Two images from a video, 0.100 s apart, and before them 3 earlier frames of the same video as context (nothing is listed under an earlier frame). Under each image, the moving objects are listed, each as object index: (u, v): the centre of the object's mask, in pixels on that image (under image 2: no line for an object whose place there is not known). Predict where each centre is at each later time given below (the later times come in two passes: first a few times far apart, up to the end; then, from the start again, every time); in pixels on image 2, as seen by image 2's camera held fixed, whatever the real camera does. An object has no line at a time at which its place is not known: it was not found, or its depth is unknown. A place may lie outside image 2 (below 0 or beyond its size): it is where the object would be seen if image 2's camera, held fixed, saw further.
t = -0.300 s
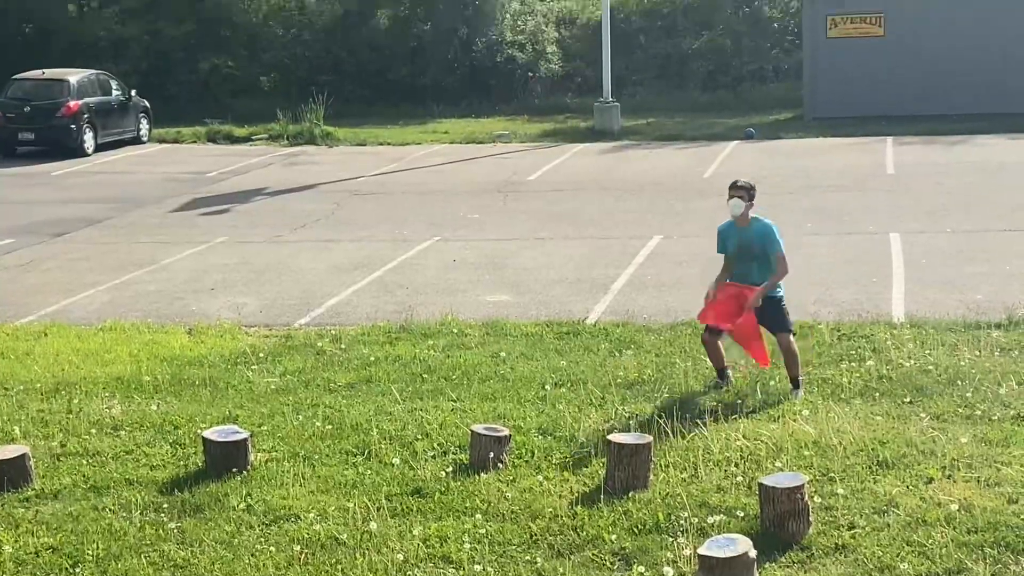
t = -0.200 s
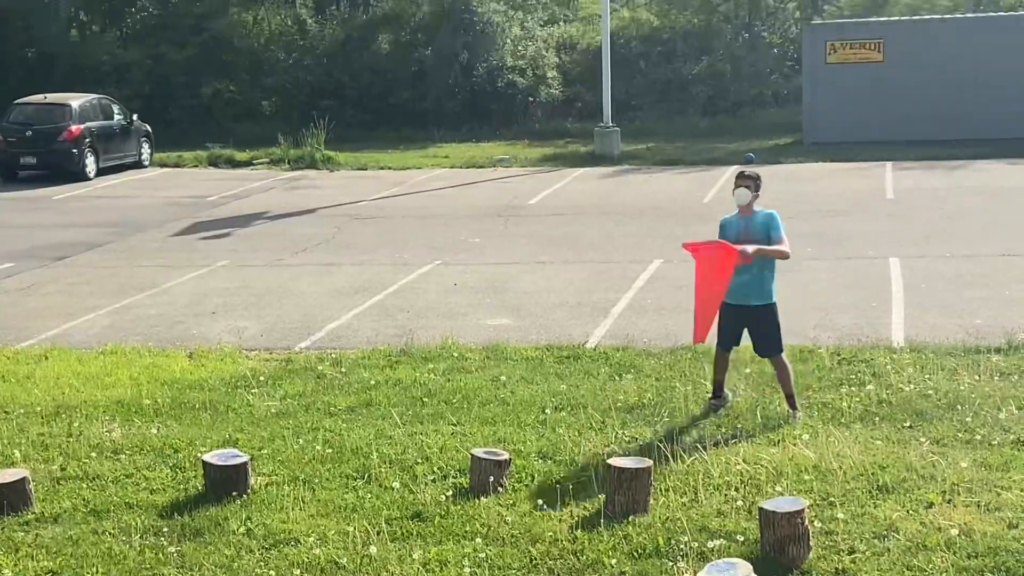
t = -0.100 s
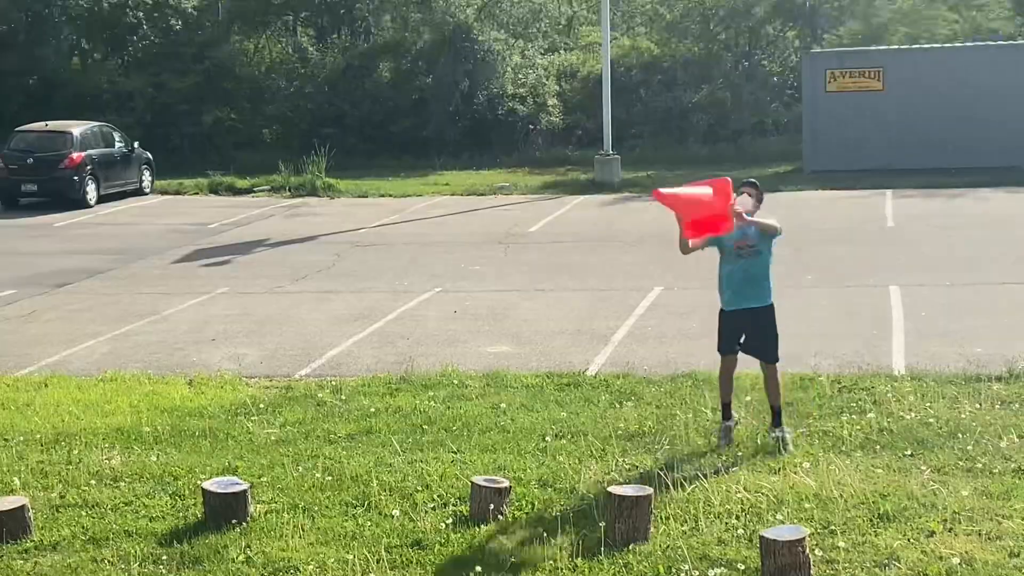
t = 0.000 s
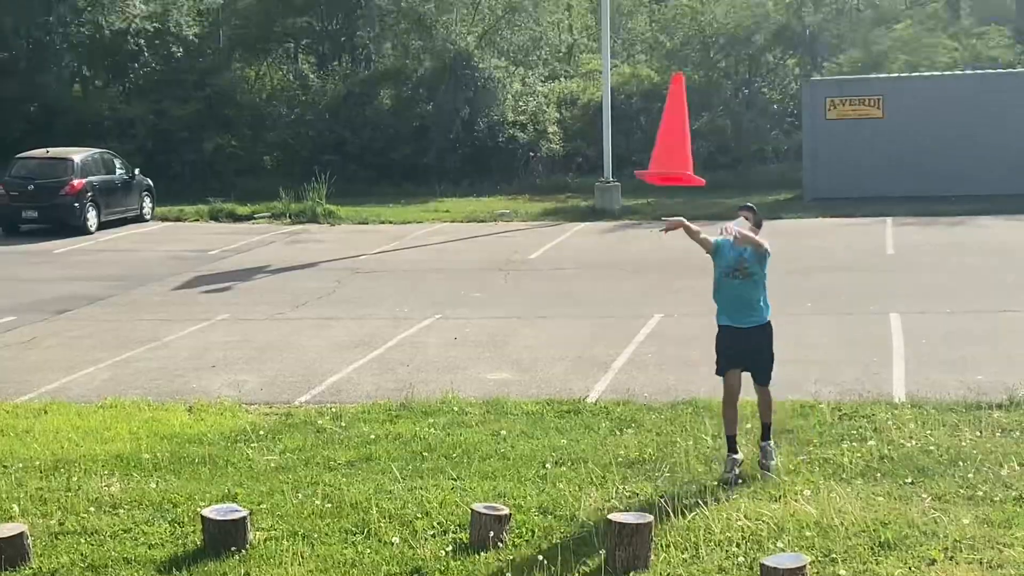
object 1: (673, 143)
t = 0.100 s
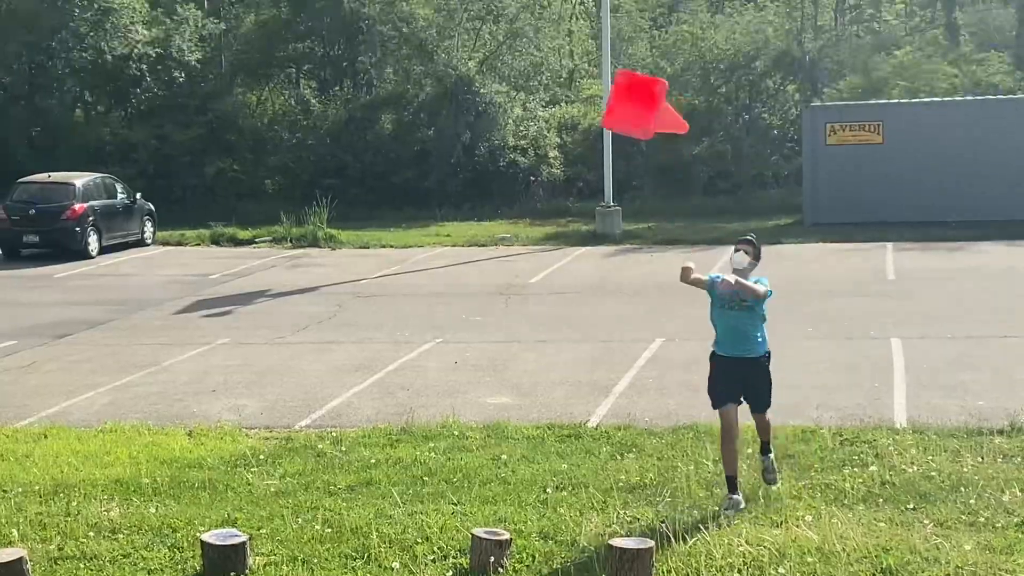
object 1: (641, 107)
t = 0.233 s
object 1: (612, 39)
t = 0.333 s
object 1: (589, 7)
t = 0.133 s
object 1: (638, 89)
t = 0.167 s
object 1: (631, 80)
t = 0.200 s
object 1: (619, 64)
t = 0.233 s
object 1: (612, 39)
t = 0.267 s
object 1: (608, 23)
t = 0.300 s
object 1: (599, 15)
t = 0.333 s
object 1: (589, 7)
